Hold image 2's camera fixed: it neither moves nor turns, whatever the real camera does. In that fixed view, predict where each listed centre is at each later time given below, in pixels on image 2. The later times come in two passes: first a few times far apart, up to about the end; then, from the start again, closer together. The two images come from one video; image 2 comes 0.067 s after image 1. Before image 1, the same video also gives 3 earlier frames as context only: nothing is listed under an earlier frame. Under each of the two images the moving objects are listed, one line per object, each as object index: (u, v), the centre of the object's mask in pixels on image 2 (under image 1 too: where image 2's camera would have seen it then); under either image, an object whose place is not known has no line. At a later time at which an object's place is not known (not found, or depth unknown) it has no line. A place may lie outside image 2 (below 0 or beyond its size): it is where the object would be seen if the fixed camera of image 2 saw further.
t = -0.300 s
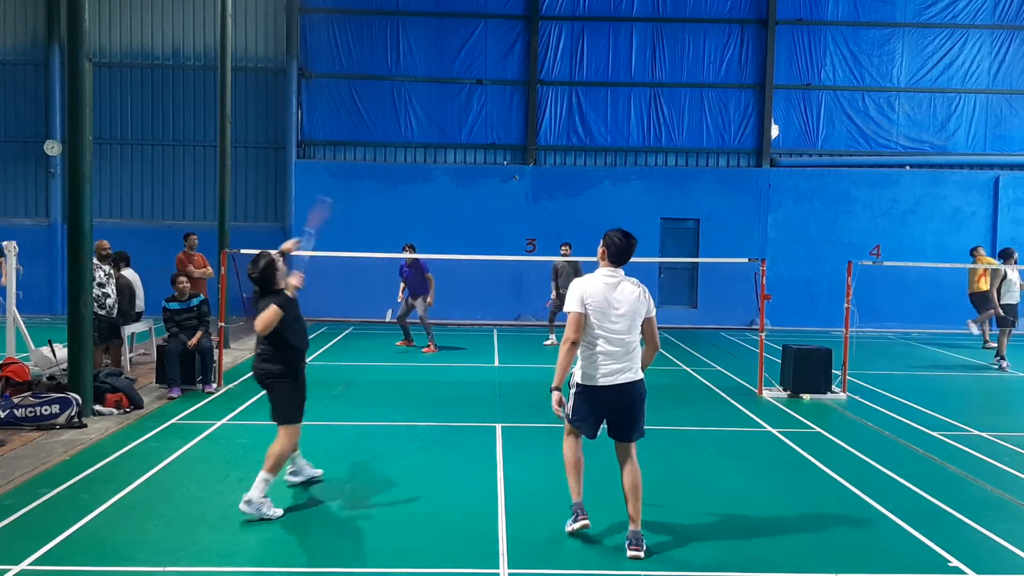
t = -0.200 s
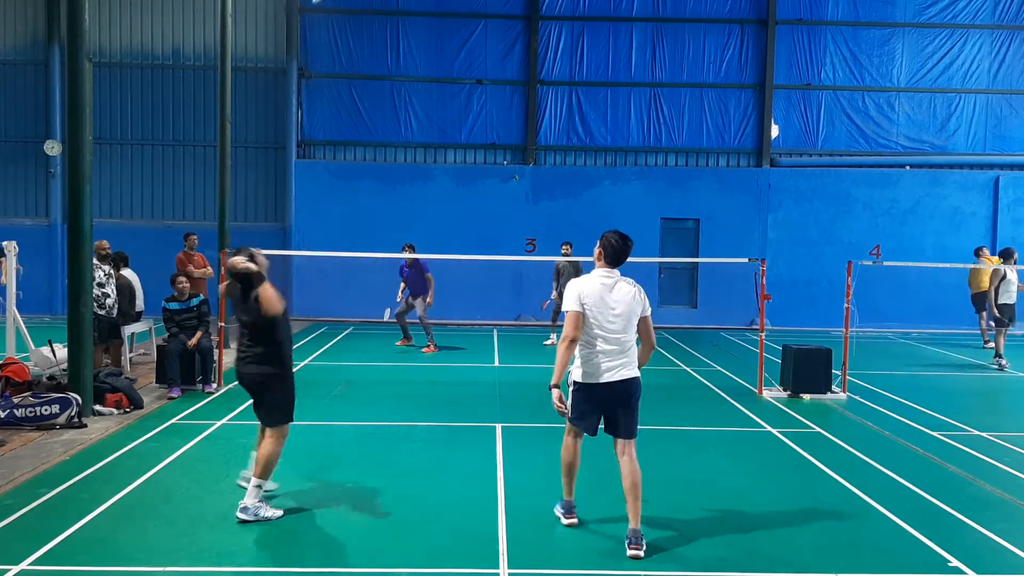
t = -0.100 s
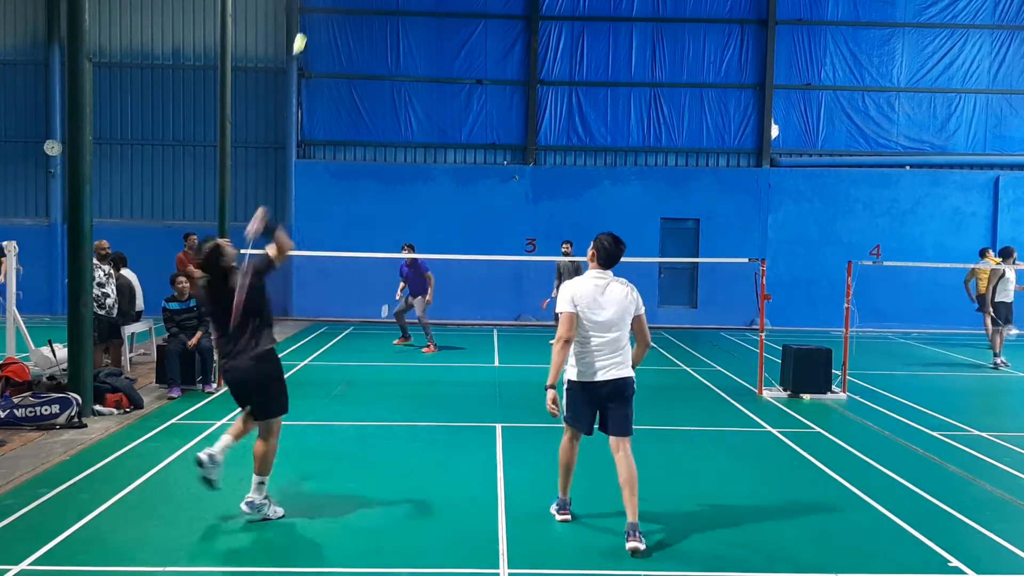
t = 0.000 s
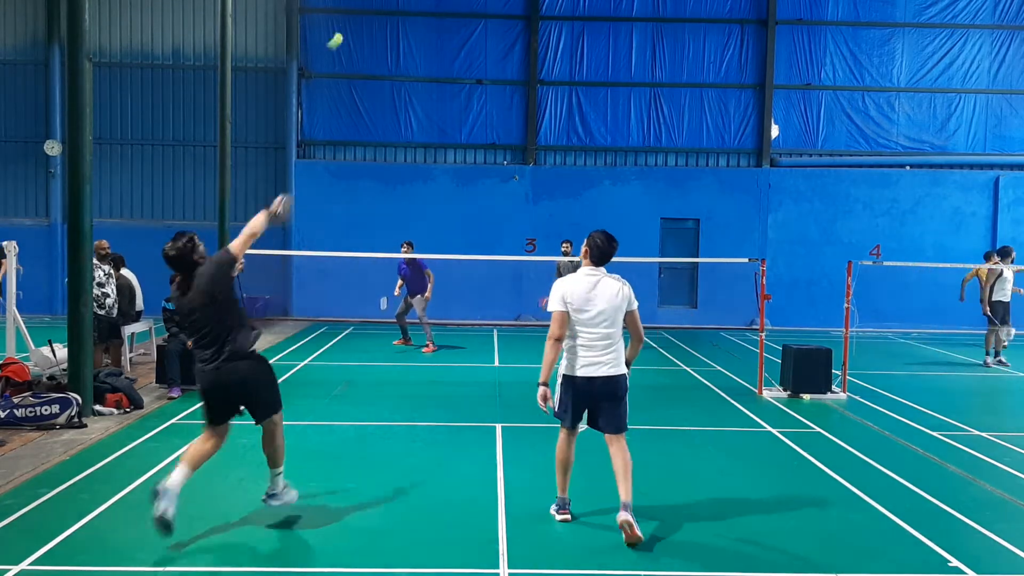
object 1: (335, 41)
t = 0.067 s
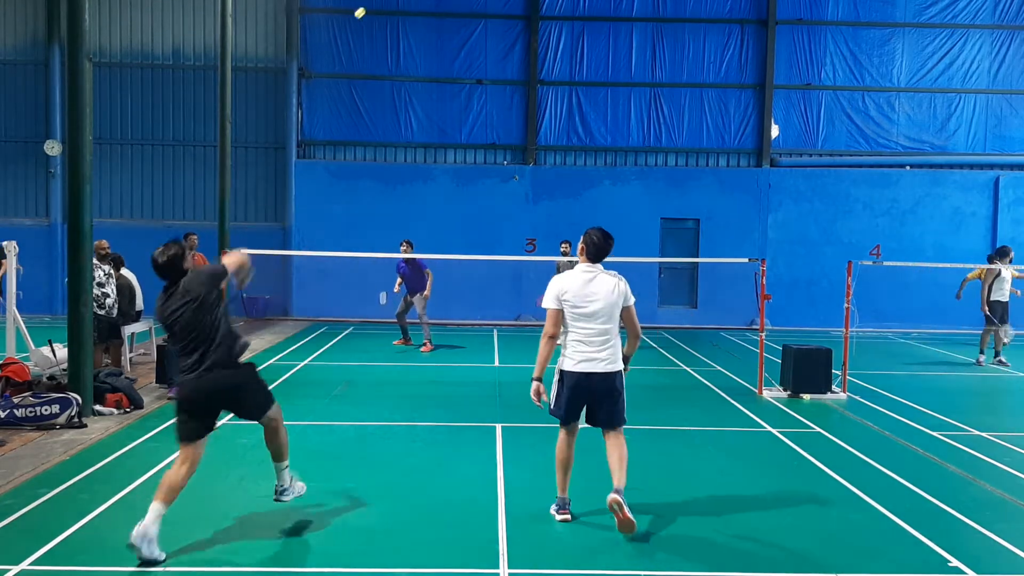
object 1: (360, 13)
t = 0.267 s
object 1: (389, 1)
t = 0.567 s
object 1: (405, 32)
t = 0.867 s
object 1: (414, 95)
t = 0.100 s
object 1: (367, 6)
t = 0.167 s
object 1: (379, 2)
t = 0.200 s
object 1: (383, 1)
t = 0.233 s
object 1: (387, 1)
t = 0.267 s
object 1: (389, 1)
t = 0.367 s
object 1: (396, 6)
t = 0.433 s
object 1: (399, 13)
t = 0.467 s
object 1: (401, 17)
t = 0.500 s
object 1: (402, 21)
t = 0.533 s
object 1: (404, 26)
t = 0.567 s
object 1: (405, 32)
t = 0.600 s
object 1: (406, 38)
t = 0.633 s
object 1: (408, 44)
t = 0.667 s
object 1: (409, 50)
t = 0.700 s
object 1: (410, 57)
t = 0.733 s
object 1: (411, 64)
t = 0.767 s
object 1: (412, 72)
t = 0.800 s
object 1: (413, 79)
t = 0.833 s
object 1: (414, 87)
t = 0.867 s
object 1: (414, 95)
